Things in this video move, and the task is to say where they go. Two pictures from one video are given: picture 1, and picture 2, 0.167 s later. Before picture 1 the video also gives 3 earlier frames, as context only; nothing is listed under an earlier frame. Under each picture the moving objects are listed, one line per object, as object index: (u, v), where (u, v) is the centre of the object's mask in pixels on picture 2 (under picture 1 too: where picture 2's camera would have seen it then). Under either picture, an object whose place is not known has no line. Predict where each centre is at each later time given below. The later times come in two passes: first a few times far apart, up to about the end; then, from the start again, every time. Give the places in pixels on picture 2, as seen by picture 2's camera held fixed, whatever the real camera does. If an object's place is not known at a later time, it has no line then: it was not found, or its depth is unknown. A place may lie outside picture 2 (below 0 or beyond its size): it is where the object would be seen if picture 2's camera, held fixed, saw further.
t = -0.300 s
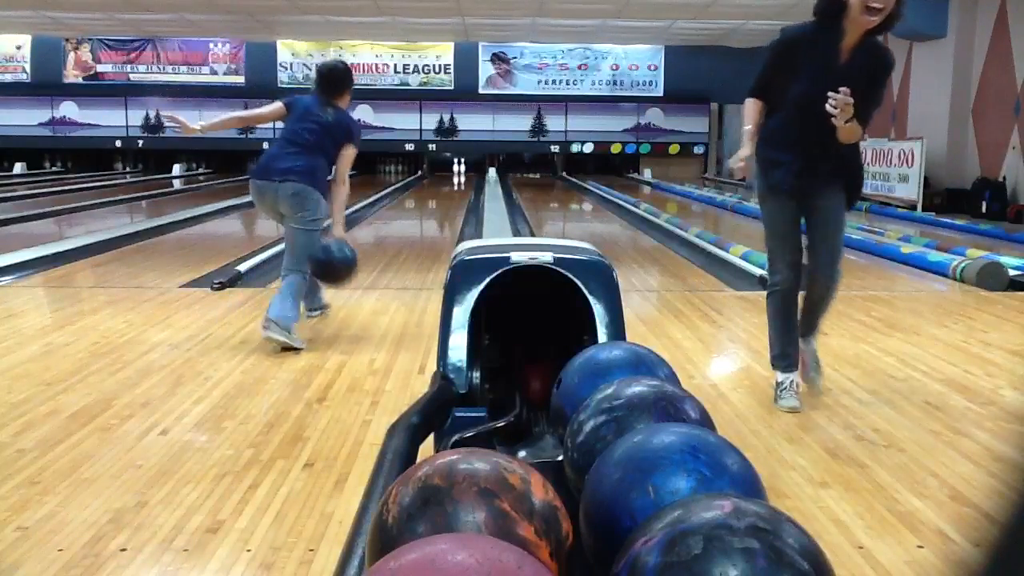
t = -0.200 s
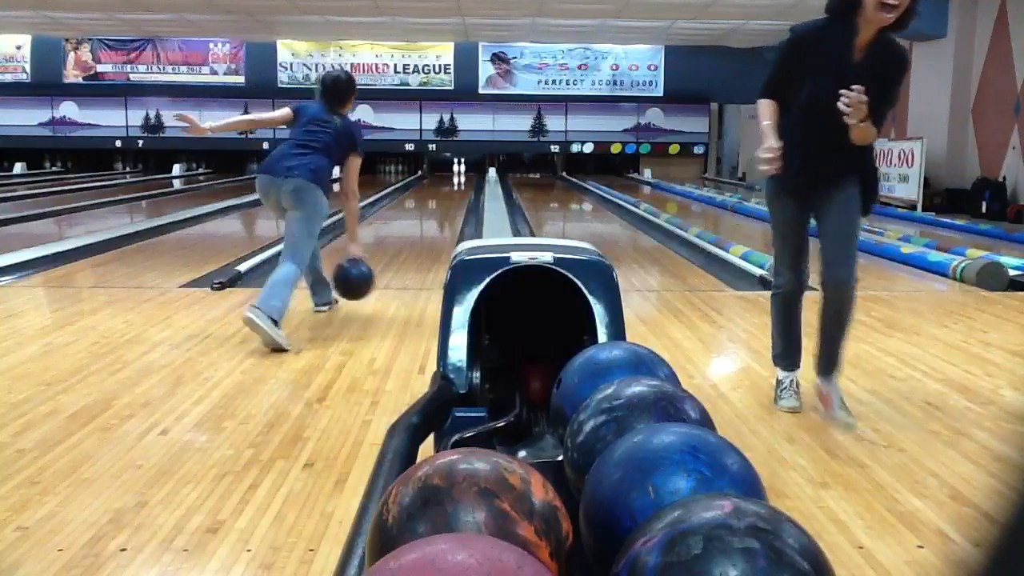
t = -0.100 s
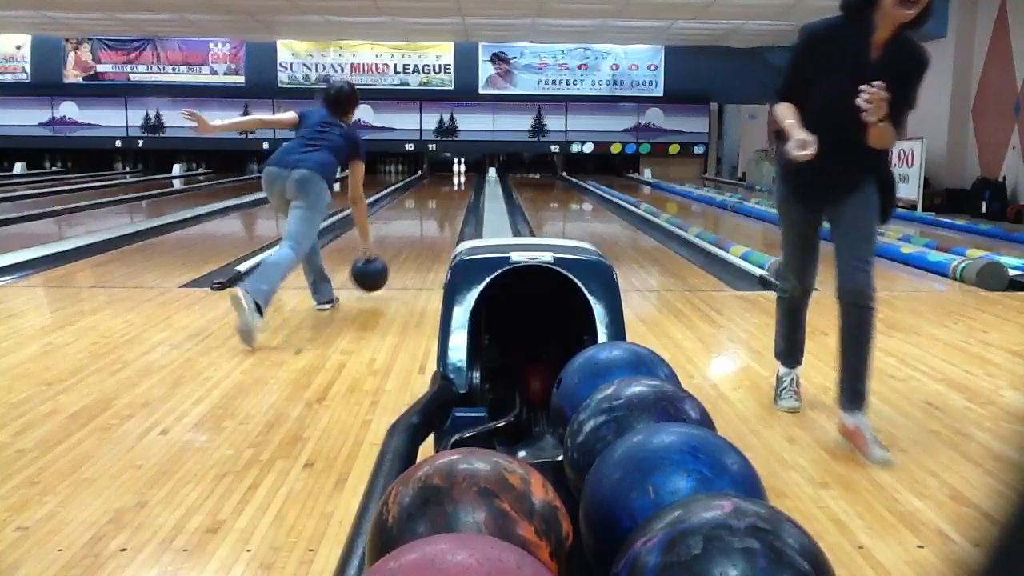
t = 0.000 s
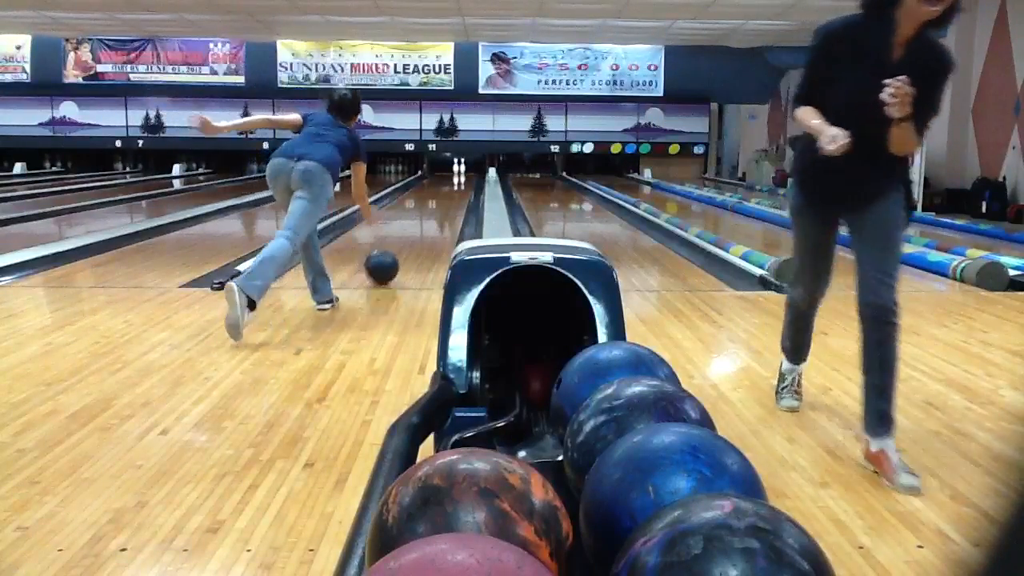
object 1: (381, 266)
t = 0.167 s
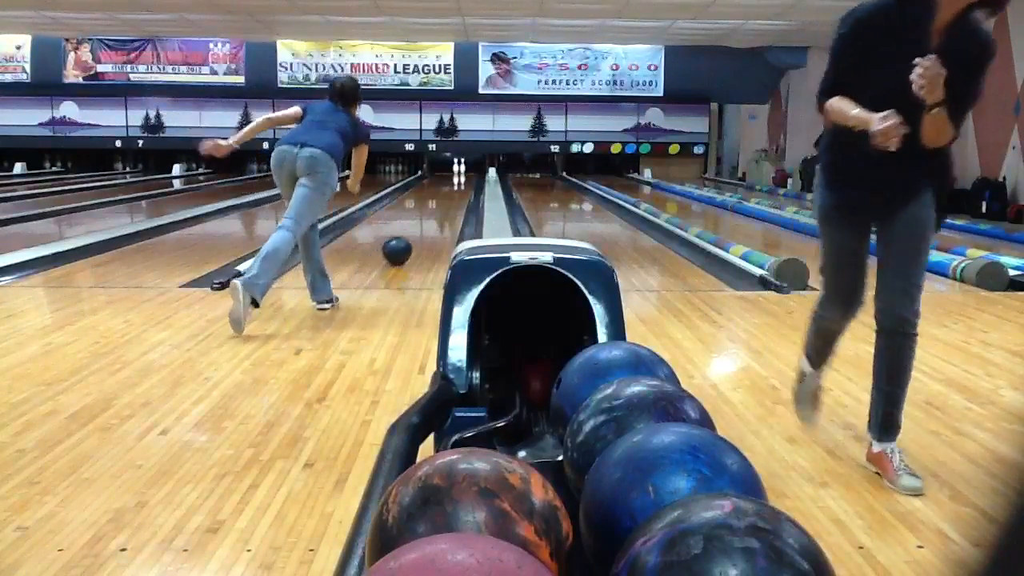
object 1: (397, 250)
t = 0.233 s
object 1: (402, 244)
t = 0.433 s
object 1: (413, 231)
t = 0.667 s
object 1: (423, 219)
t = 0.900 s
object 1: (429, 210)
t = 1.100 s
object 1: (434, 204)
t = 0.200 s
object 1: (399, 247)
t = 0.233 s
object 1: (402, 244)
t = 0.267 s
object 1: (404, 242)
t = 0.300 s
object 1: (406, 239)
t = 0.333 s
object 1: (408, 237)
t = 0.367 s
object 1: (410, 235)
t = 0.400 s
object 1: (412, 233)
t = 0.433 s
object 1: (413, 231)
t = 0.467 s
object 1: (415, 229)
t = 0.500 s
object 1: (417, 227)
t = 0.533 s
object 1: (418, 225)
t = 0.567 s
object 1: (419, 223)
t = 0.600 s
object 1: (421, 222)
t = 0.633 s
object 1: (422, 220)
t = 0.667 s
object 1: (423, 219)
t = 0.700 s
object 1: (424, 217)
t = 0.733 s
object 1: (425, 216)
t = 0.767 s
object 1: (426, 214)
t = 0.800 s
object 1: (427, 213)
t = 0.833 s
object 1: (428, 212)
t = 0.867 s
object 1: (429, 211)
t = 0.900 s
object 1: (429, 210)
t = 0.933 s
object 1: (430, 209)
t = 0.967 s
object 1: (431, 208)
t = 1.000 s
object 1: (432, 207)
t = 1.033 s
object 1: (433, 206)
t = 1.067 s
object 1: (433, 205)
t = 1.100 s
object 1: (434, 204)
